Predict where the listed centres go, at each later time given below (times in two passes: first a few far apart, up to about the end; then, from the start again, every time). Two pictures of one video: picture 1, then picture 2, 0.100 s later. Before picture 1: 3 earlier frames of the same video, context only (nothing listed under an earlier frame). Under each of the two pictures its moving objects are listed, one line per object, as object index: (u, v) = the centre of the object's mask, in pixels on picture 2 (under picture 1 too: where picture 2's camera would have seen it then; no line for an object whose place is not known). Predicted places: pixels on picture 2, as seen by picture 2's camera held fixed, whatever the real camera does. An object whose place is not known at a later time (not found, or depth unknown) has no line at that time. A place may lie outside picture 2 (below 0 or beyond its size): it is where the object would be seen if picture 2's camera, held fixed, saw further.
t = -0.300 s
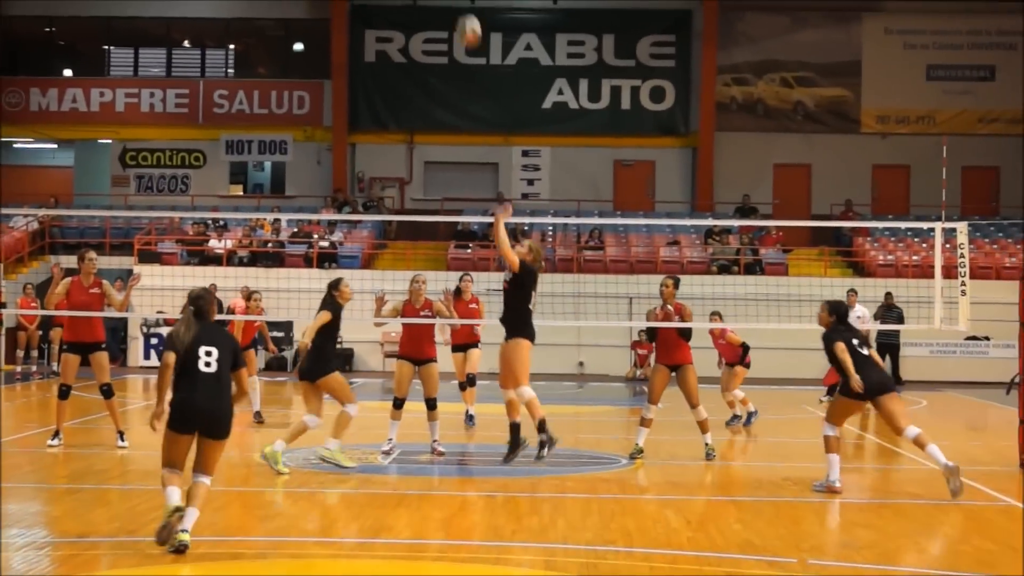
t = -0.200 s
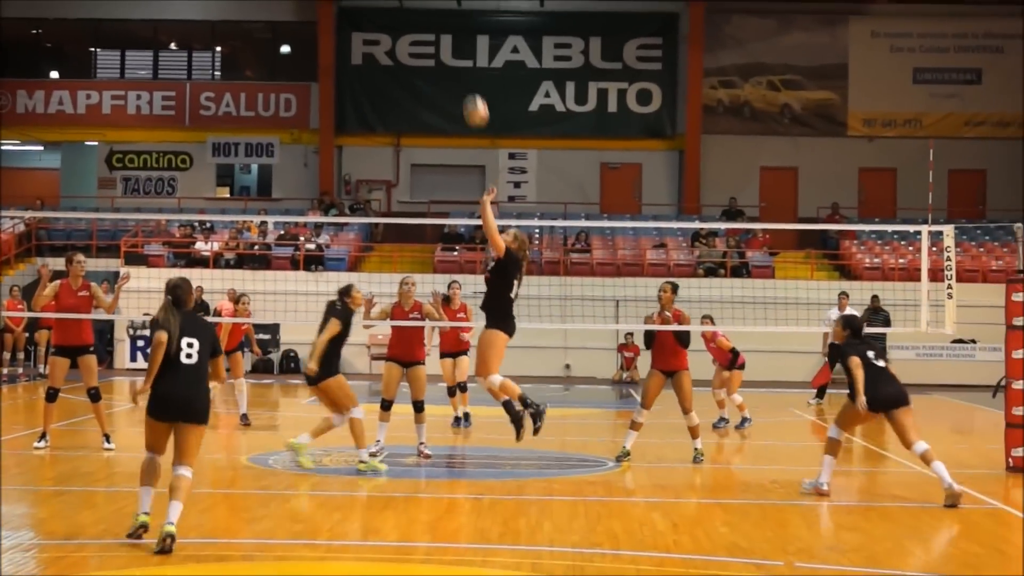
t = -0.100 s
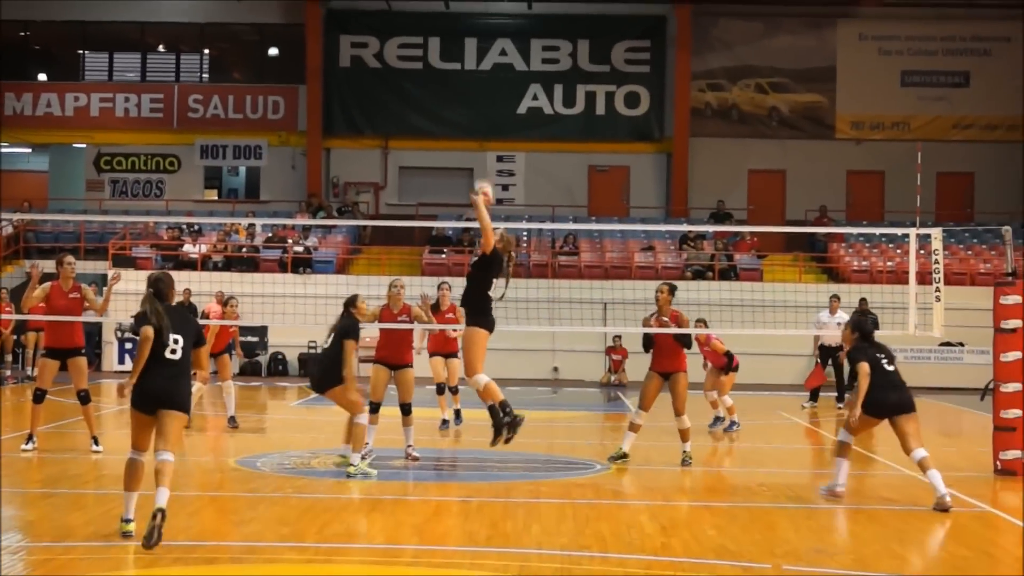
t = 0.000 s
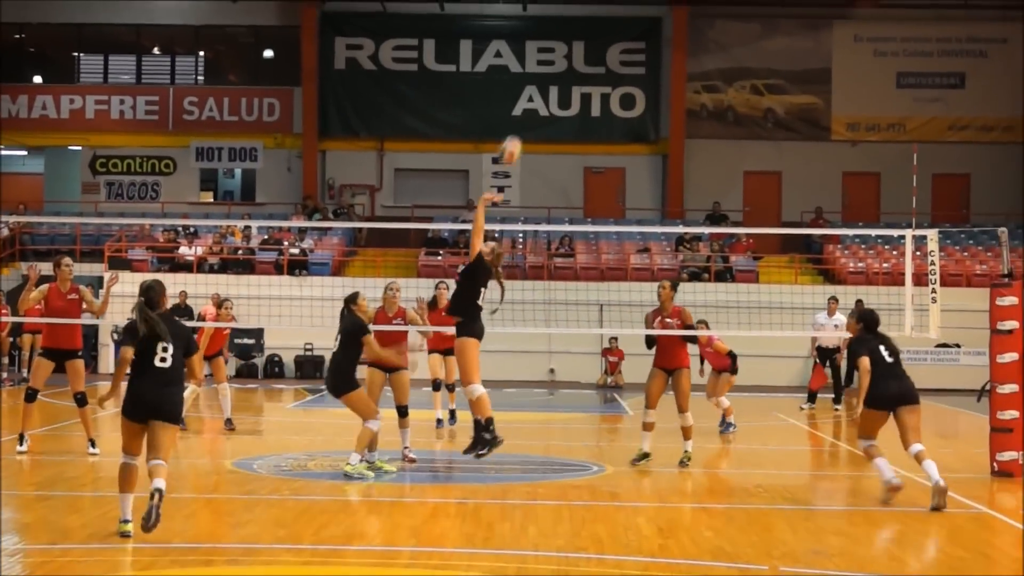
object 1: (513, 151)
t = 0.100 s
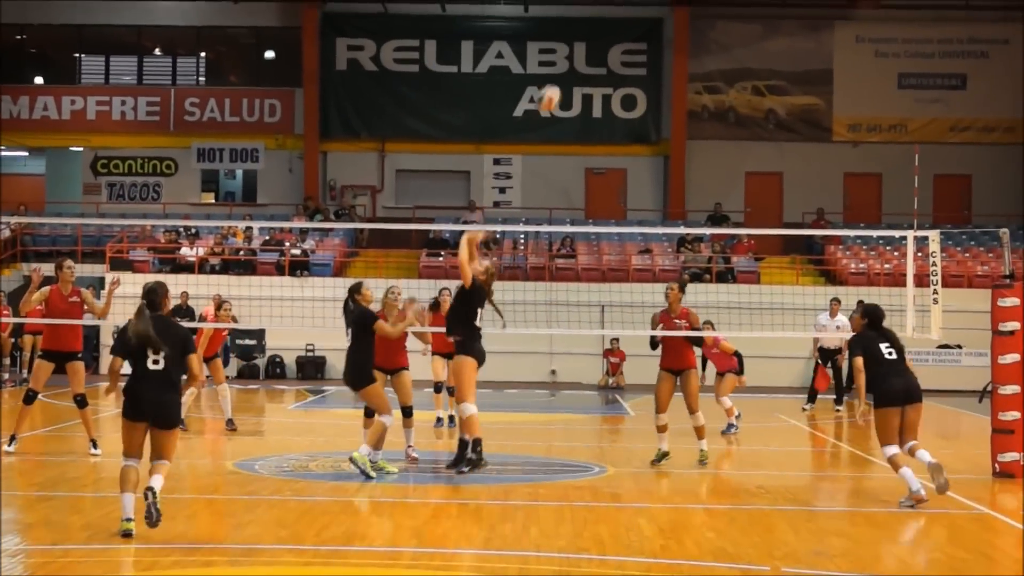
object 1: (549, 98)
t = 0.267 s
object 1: (606, 39)
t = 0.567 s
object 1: (703, 13)
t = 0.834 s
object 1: (783, 71)
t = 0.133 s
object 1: (560, 83)
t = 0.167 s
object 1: (573, 70)
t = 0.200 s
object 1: (584, 58)
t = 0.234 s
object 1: (595, 48)
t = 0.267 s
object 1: (606, 39)
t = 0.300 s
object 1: (617, 31)
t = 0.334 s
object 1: (629, 24)
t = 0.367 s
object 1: (640, 19)
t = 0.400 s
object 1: (651, 15)
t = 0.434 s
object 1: (662, 12)
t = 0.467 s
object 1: (672, 11)
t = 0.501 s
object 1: (683, 10)
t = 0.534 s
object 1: (693, 11)
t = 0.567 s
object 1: (703, 13)
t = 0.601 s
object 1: (714, 15)
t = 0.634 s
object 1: (725, 19)
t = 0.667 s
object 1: (735, 24)
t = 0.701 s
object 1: (745, 32)
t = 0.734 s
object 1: (755, 40)
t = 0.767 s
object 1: (764, 49)
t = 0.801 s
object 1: (774, 58)
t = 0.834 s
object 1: (783, 71)
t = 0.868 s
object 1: (793, 84)
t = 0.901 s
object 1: (802, 96)
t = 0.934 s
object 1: (811, 112)
